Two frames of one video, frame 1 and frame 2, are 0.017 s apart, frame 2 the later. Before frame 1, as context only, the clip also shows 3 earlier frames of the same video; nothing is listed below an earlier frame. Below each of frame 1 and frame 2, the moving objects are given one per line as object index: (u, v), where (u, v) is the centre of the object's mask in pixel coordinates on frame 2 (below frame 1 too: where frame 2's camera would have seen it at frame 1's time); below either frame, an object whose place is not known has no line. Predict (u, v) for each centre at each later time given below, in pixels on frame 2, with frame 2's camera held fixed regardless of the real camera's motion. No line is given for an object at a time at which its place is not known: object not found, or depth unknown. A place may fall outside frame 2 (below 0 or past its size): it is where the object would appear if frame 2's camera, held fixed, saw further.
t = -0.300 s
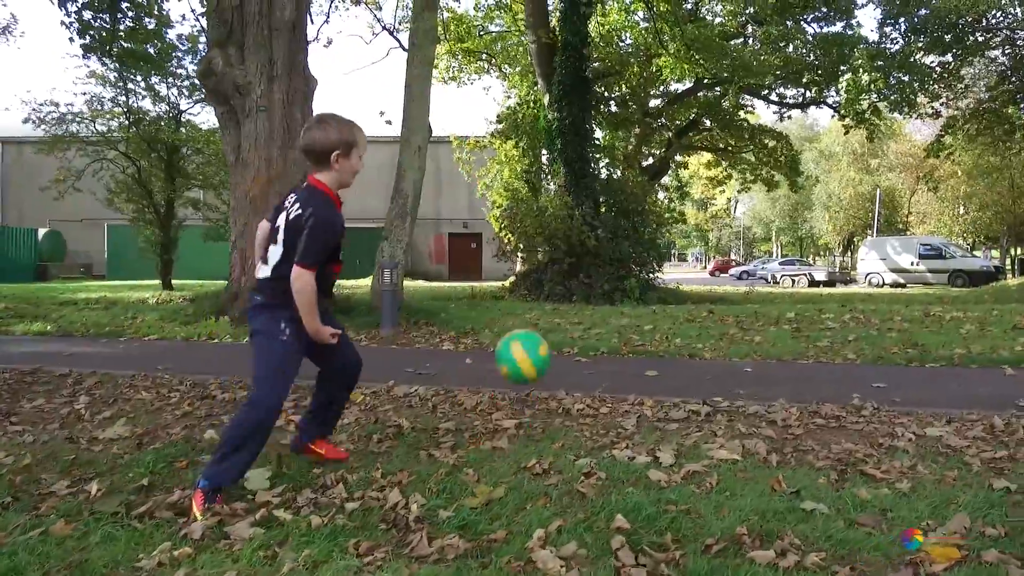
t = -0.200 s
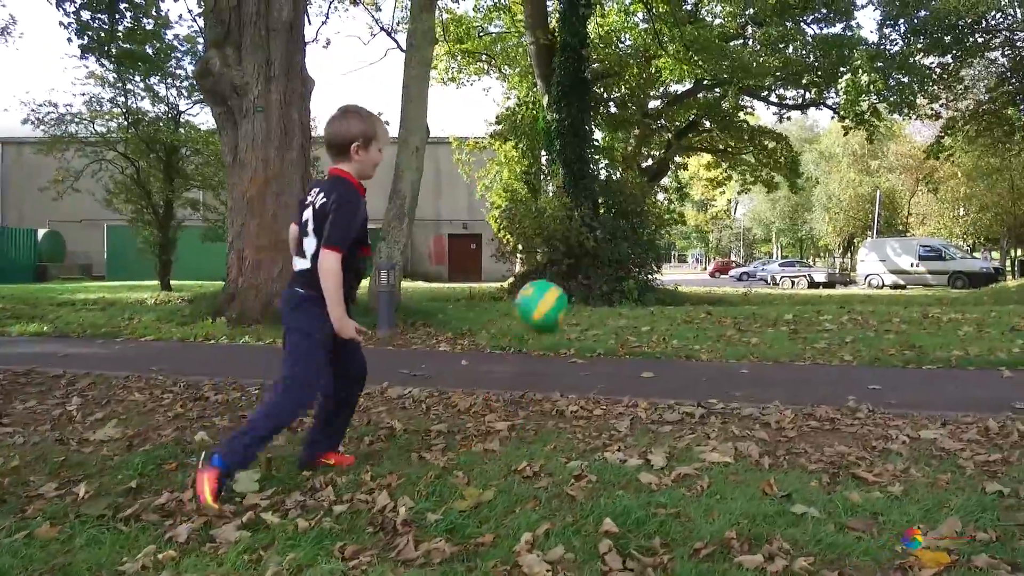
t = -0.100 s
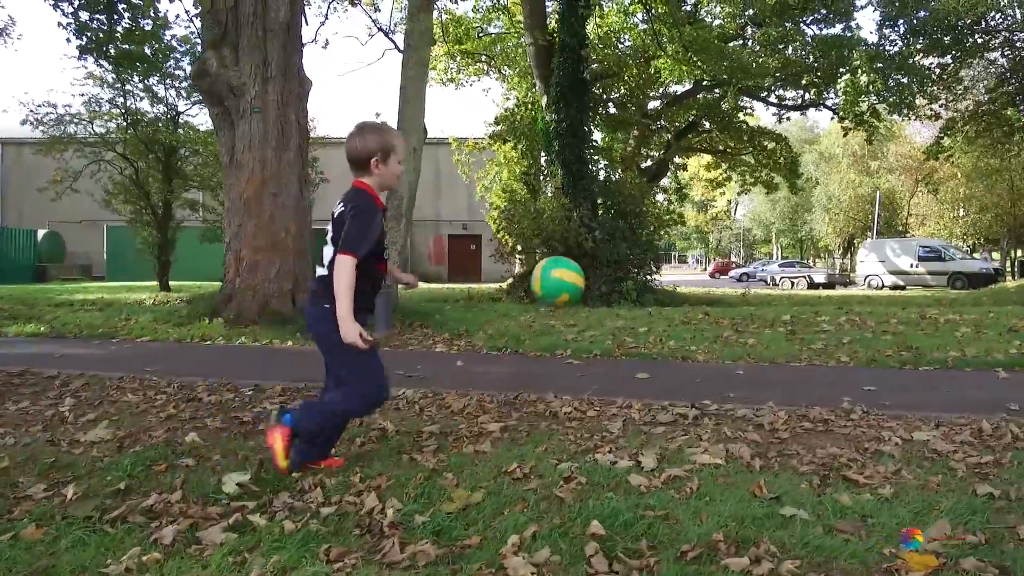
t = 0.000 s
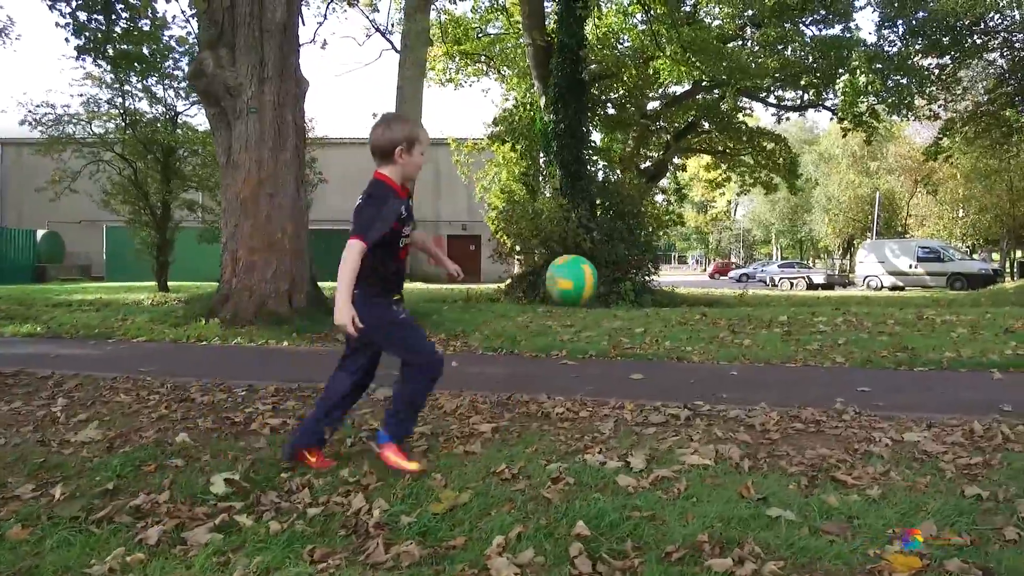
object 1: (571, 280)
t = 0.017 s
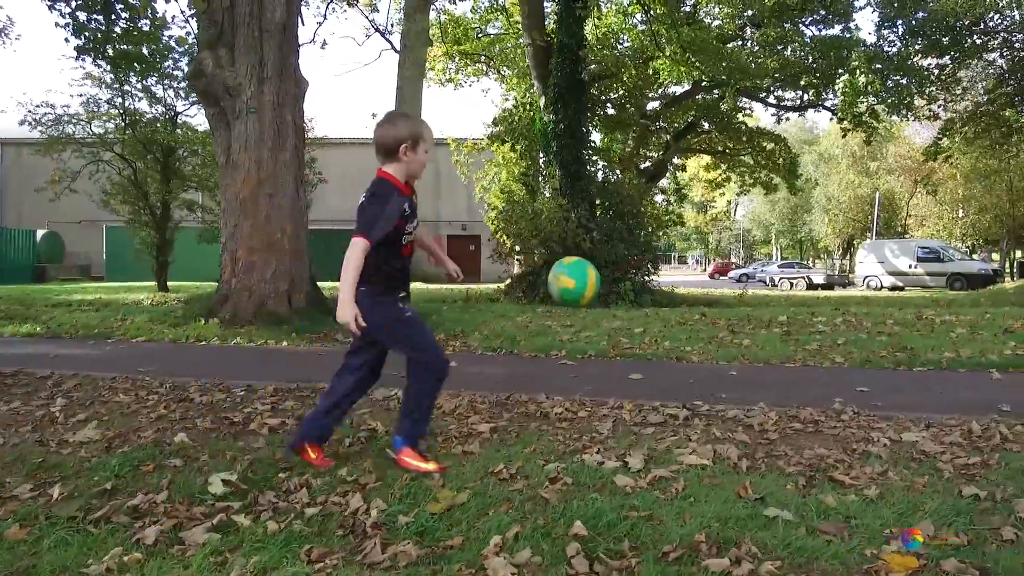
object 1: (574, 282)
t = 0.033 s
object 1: (576, 284)
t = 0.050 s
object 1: (579, 287)
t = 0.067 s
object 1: (584, 291)
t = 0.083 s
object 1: (588, 295)
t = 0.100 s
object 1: (592, 299)
